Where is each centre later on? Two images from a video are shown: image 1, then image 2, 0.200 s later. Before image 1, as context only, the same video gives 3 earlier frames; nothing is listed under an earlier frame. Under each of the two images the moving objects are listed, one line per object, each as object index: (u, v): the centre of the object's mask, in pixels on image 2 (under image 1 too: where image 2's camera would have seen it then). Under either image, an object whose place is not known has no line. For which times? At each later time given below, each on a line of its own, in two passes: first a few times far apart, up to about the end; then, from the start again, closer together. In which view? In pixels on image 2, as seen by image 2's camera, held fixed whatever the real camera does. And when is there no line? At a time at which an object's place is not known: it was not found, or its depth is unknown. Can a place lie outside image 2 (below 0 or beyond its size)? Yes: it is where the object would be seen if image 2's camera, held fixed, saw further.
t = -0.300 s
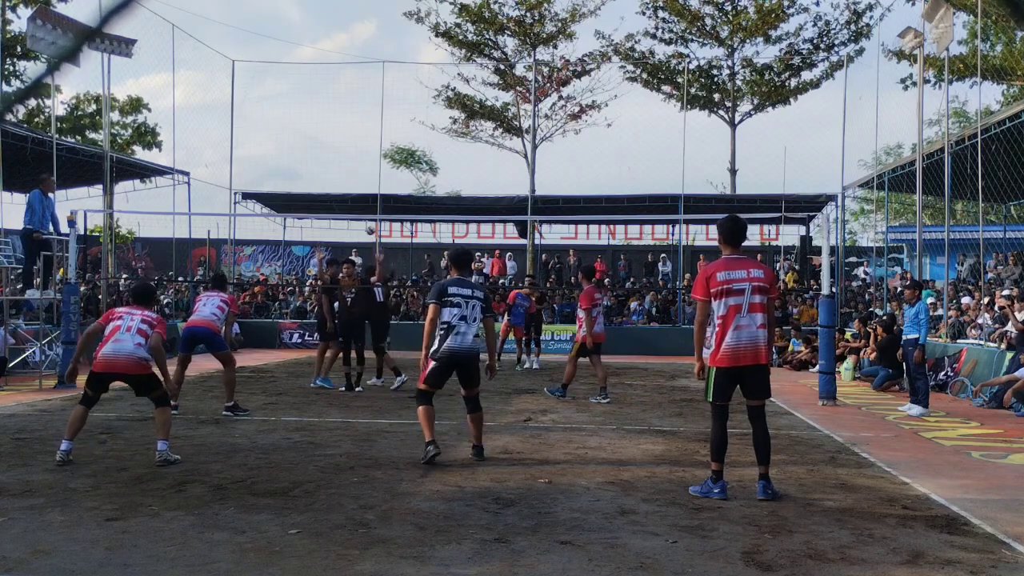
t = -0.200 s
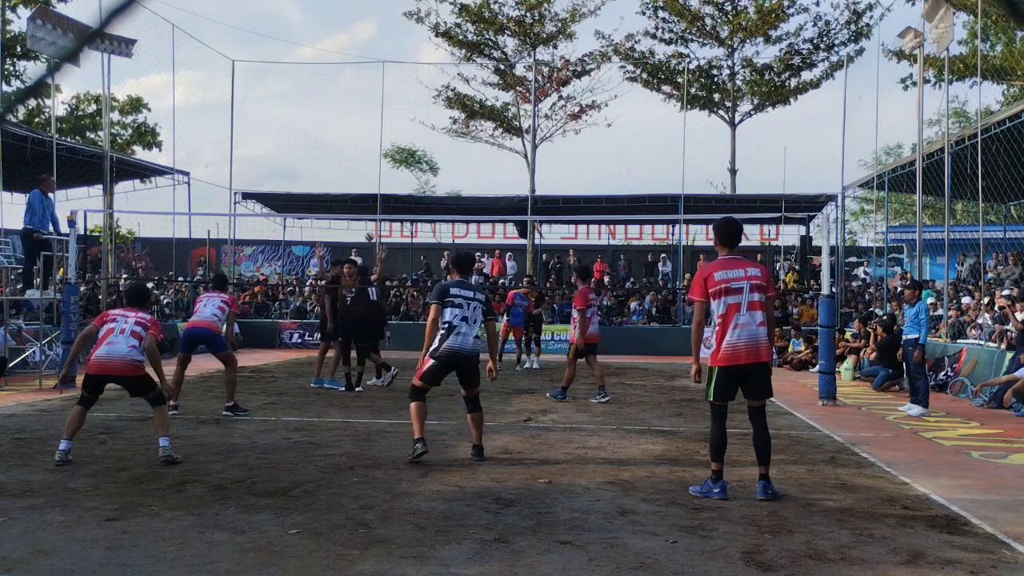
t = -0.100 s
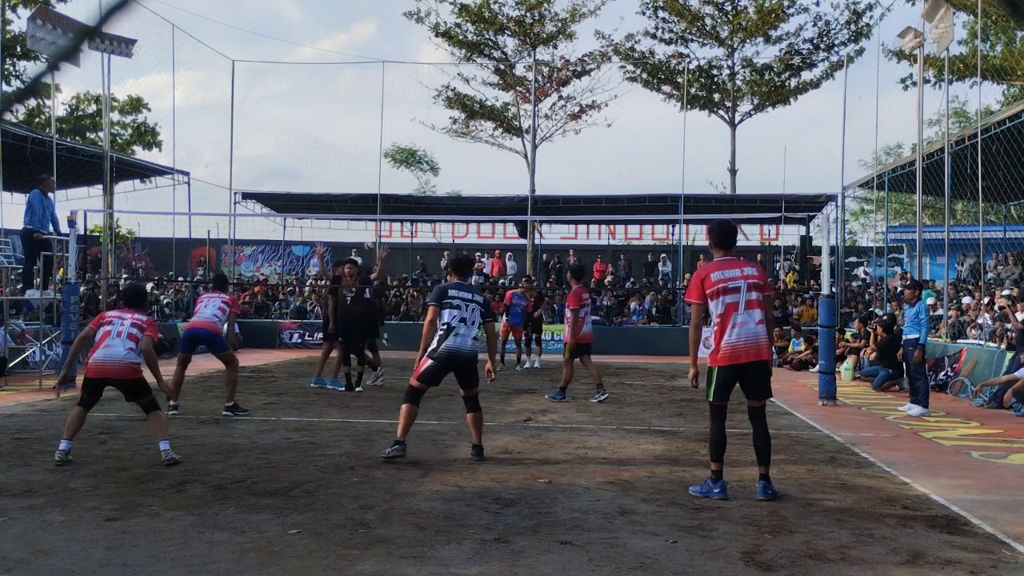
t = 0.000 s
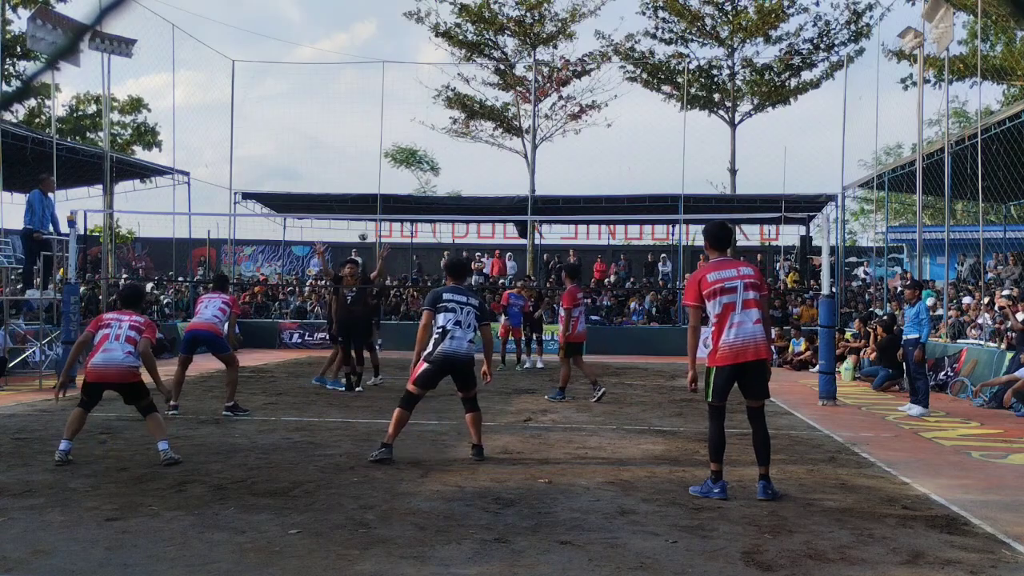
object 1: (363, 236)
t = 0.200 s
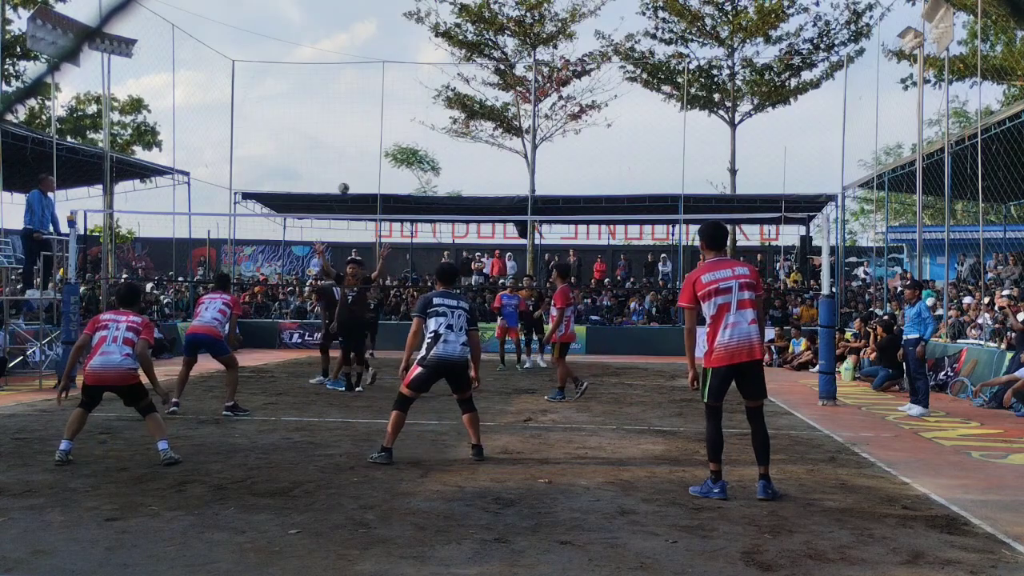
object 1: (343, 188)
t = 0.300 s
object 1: (333, 169)
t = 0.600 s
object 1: (296, 143)
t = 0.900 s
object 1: (249, 183)
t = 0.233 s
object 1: (340, 181)
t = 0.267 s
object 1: (336, 175)
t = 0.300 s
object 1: (333, 169)
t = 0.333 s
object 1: (329, 164)
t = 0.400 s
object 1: (321, 154)
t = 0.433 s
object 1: (317, 151)
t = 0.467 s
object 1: (313, 148)
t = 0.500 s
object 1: (308, 146)
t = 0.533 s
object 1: (304, 144)
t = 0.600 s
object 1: (296, 143)
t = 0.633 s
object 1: (291, 143)
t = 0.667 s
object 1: (287, 145)
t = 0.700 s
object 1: (283, 147)
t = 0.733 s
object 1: (278, 150)
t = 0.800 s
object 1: (267, 160)
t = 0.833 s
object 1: (261, 166)
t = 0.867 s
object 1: (256, 174)
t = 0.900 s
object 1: (249, 183)
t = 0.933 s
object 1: (243, 194)
